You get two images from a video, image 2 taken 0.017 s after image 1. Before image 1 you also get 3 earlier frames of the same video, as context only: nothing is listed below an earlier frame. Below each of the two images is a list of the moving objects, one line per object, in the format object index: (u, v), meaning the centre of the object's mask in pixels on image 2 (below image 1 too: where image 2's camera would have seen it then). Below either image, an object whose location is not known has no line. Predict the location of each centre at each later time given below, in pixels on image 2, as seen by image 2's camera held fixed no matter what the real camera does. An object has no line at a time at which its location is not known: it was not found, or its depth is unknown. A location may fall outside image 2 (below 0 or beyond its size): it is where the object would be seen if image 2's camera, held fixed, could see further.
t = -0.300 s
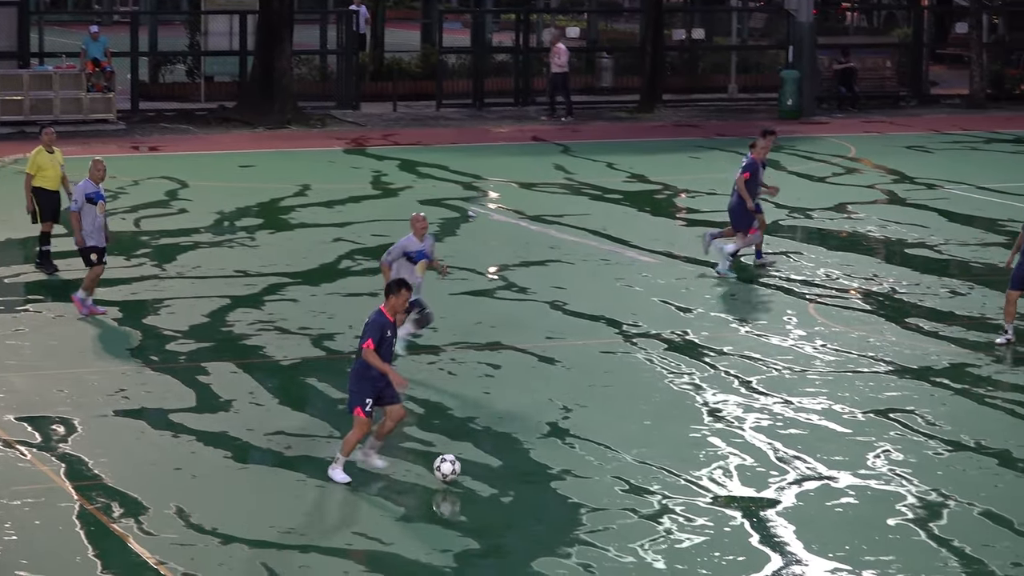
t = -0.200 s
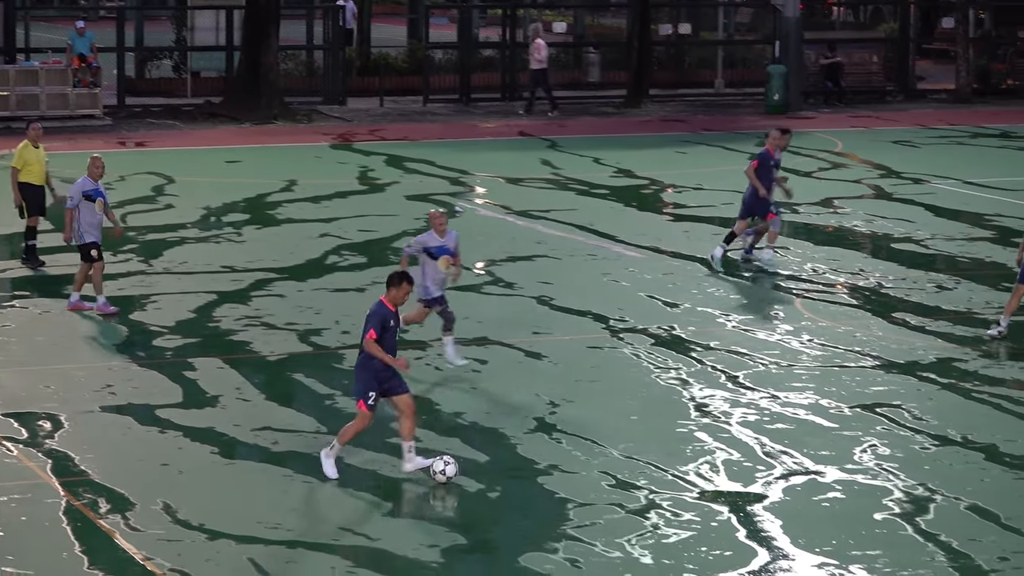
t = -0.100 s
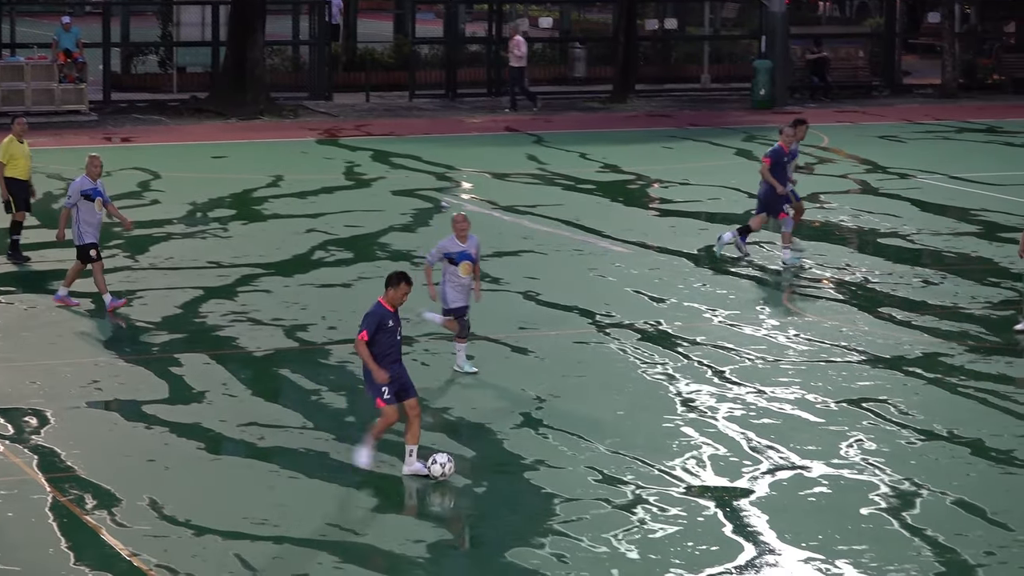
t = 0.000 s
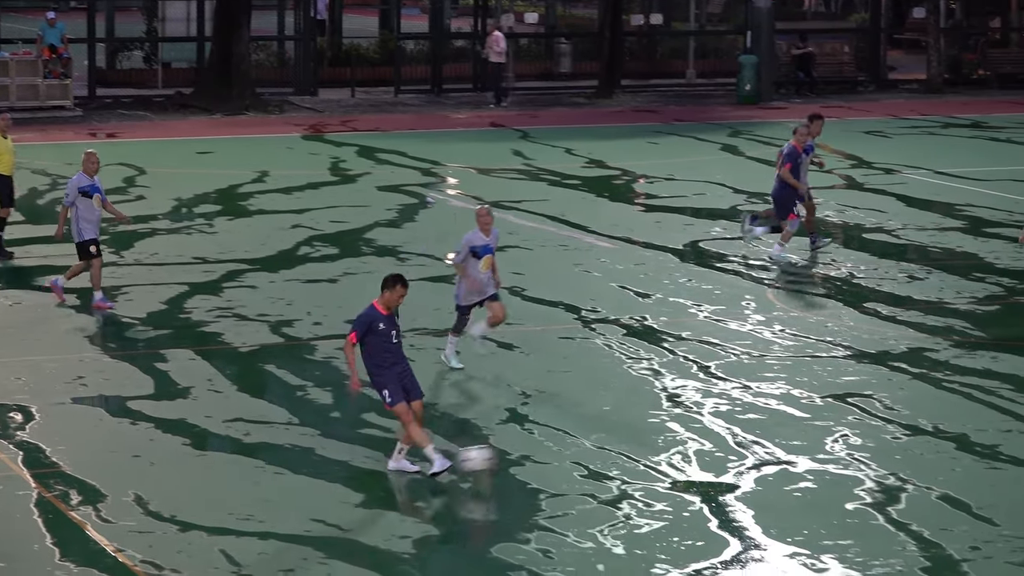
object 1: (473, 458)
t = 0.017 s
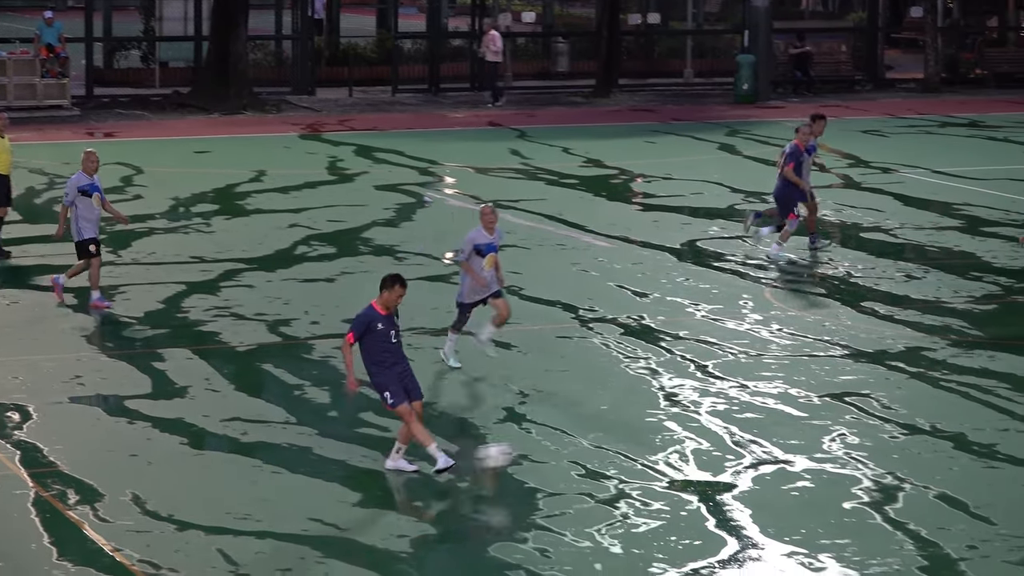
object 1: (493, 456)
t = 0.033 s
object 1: (516, 454)
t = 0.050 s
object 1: (537, 453)
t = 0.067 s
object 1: (561, 451)
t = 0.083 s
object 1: (584, 451)
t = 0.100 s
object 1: (605, 452)
